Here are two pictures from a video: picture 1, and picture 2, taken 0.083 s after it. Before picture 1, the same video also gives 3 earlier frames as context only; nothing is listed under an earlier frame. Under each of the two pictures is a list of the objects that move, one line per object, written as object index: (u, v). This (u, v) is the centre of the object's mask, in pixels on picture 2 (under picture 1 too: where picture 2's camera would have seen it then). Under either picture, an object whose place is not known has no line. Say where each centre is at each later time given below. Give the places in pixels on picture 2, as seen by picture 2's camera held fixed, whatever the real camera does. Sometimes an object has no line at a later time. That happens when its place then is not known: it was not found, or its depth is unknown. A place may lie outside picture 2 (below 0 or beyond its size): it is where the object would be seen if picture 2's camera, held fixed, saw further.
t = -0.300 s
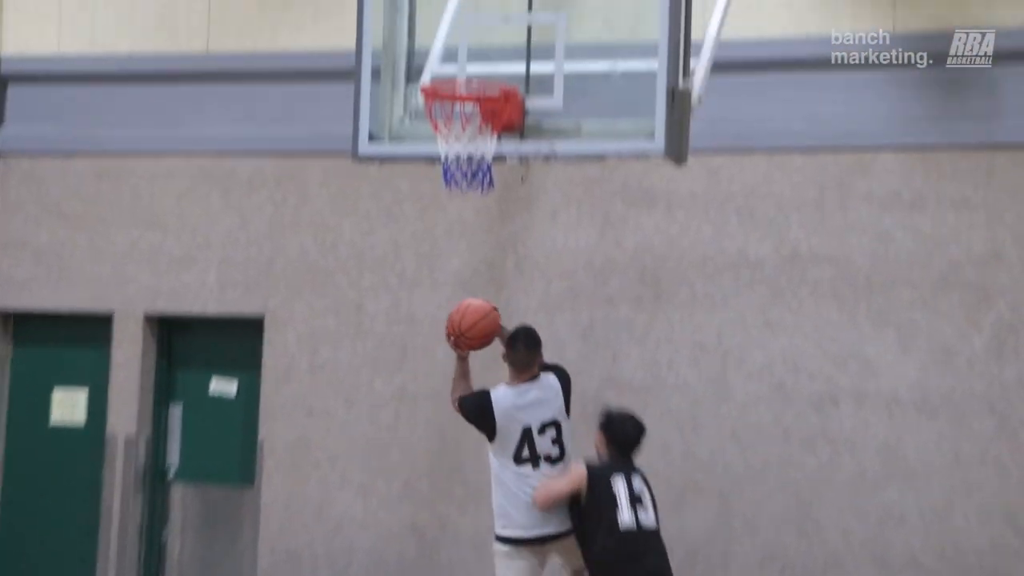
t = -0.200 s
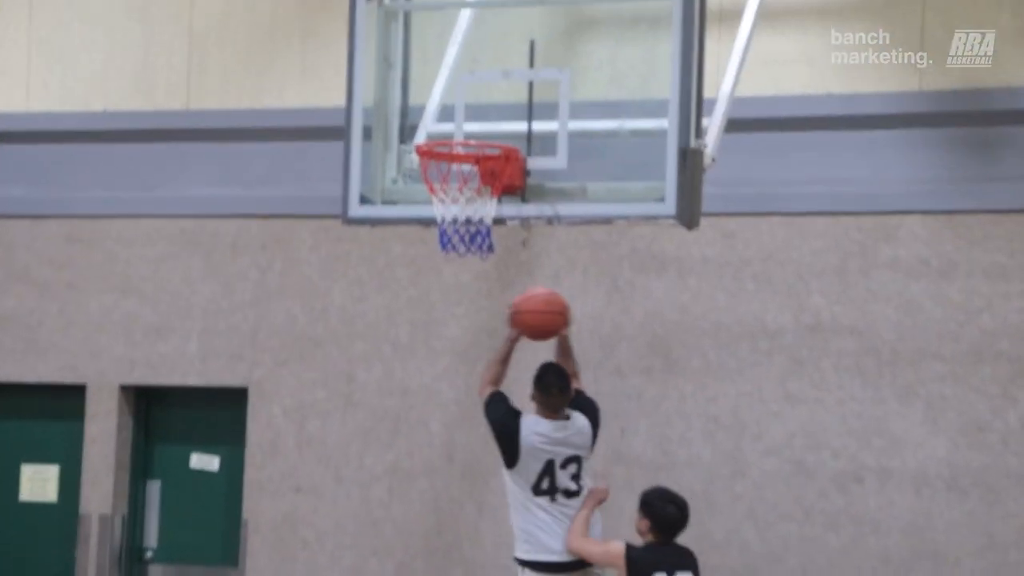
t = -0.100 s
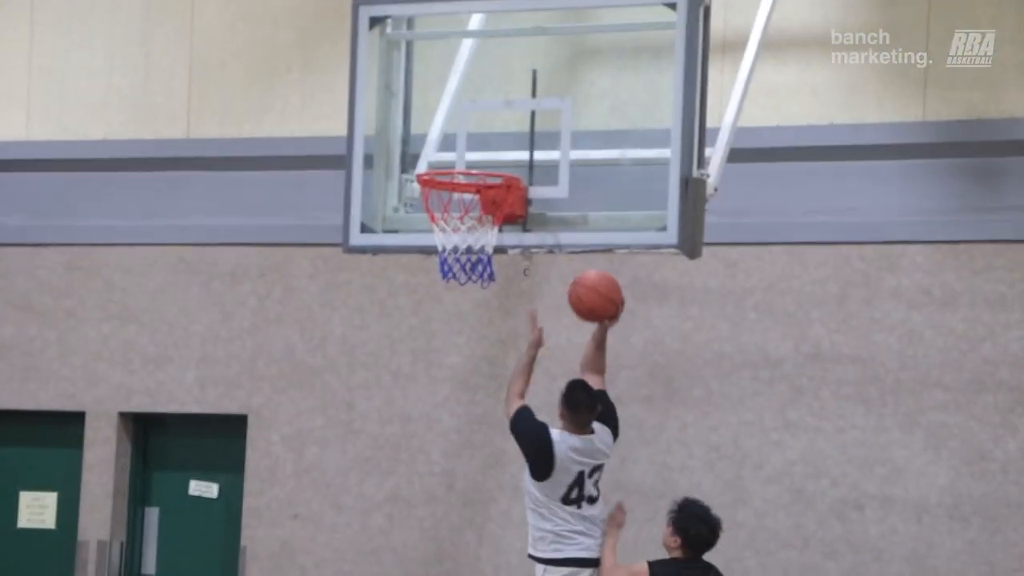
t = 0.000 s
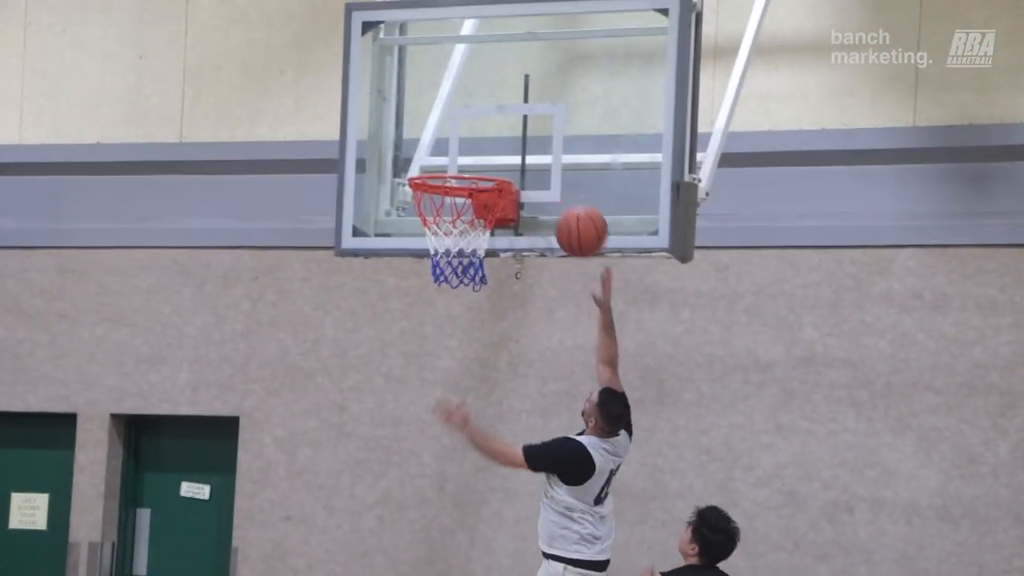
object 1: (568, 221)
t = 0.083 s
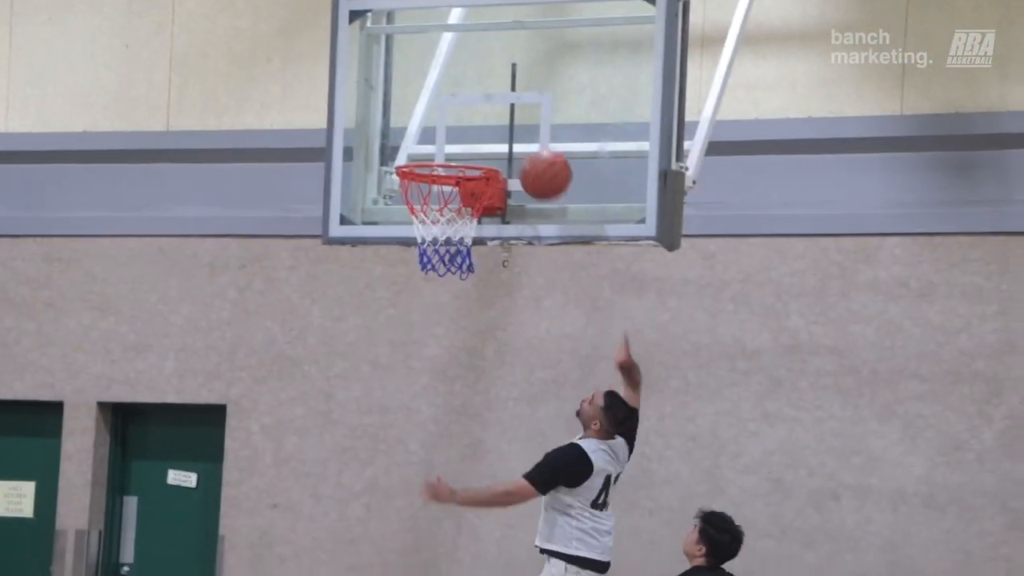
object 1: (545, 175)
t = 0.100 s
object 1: (541, 167)
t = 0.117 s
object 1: (536, 160)
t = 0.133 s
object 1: (532, 154)
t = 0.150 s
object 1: (527, 149)
